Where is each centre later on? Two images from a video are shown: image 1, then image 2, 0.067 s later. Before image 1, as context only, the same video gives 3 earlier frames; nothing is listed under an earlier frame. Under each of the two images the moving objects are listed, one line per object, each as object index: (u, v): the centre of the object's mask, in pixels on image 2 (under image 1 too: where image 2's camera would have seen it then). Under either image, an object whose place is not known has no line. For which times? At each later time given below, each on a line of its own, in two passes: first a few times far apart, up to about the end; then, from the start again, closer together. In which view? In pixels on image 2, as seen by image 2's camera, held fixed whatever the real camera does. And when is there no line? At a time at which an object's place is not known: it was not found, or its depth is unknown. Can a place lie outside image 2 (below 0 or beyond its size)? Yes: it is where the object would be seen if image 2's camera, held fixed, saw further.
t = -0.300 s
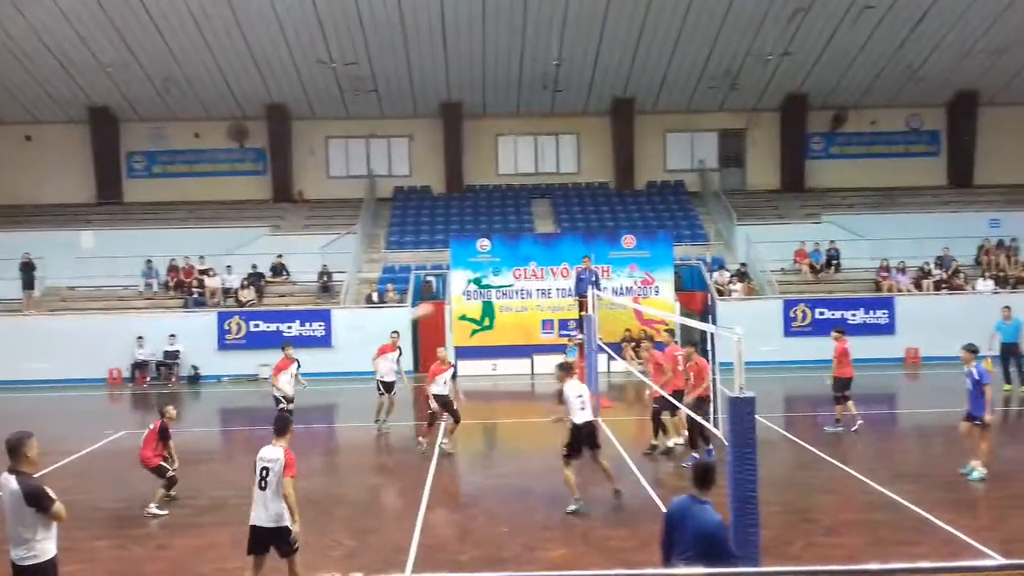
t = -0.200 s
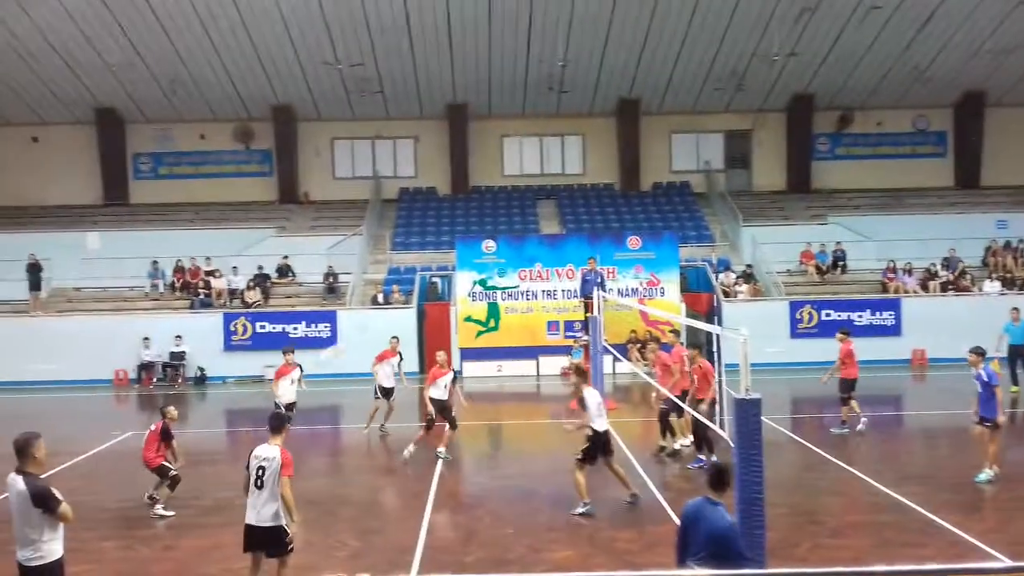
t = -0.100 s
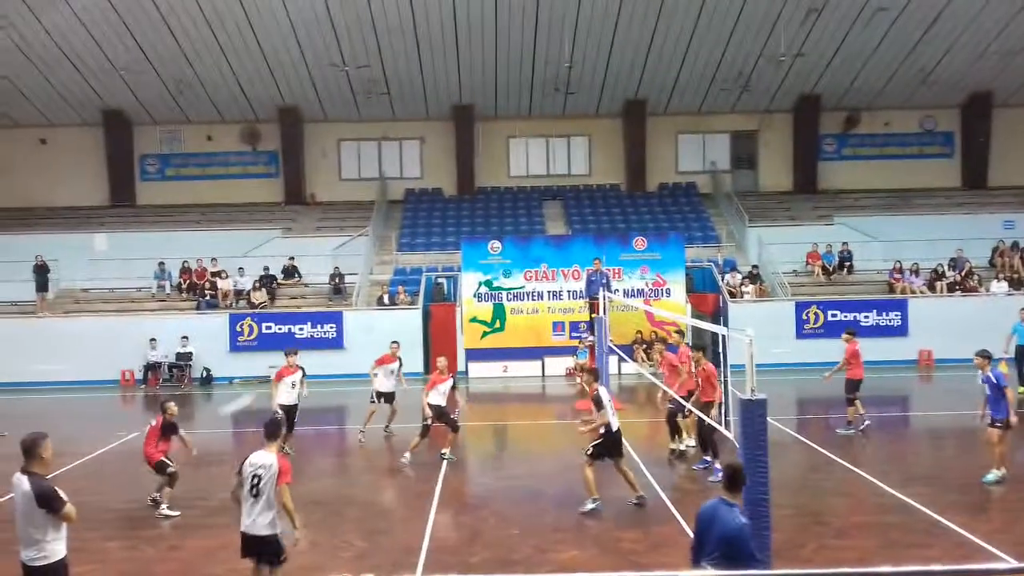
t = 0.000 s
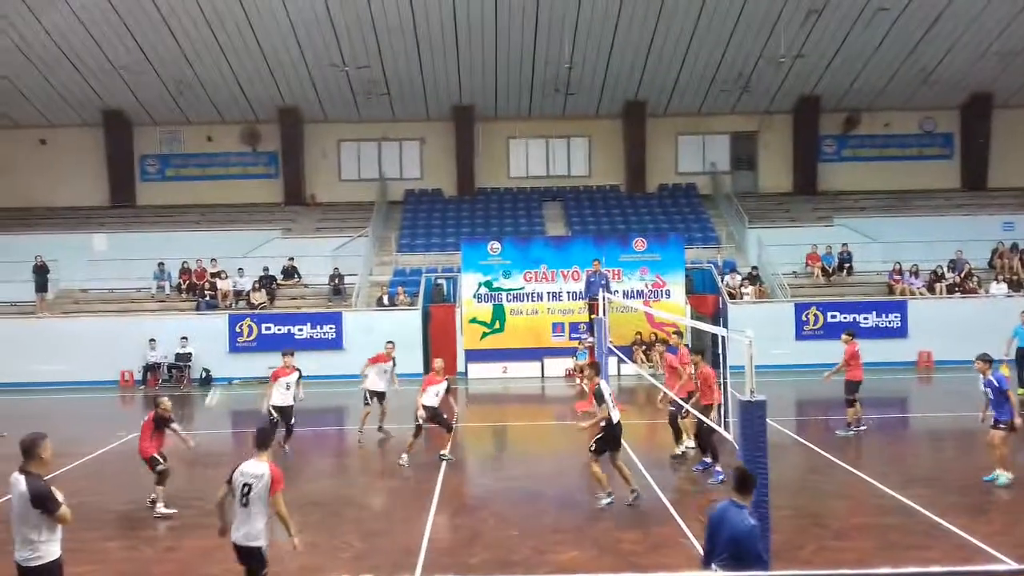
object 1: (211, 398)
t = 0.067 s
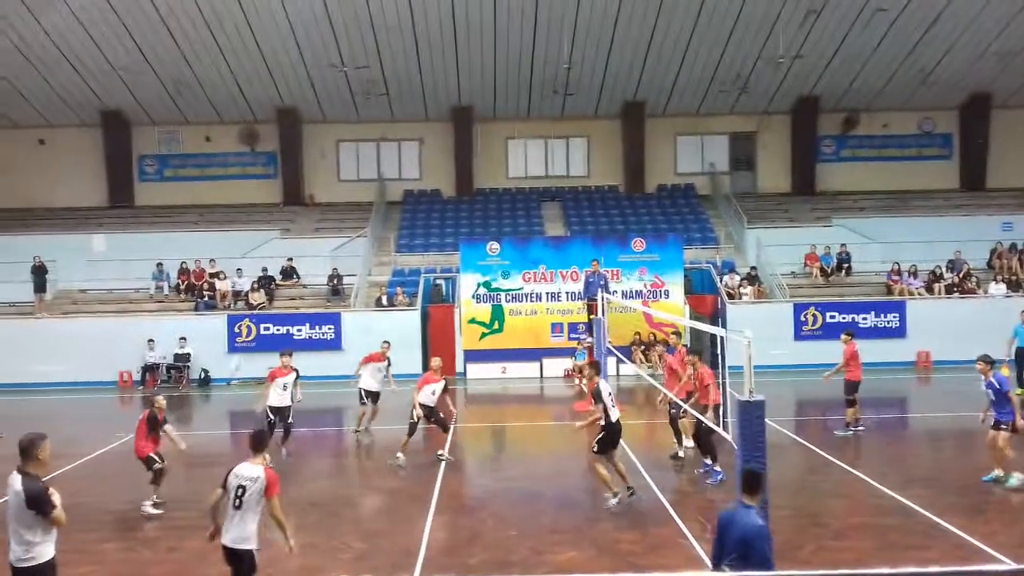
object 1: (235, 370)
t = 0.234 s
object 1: (286, 293)
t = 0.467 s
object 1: (356, 231)
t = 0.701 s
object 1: (420, 211)
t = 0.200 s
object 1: (276, 306)
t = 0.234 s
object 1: (286, 293)
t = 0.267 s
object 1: (296, 283)
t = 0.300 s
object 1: (305, 273)
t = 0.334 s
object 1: (317, 262)
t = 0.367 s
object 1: (326, 251)
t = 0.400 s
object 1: (337, 246)
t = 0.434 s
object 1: (347, 237)
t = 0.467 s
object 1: (356, 231)
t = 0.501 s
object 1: (364, 226)
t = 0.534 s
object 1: (374, 221)
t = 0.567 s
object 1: (384, 218)
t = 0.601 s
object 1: (393, 215)
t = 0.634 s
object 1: (402, 213)
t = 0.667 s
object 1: (411, 210)
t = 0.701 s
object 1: (420, 211)
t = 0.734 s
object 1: (428, 210)
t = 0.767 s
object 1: (437, 210)
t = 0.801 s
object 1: (446, 212)
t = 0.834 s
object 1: (455, 214)
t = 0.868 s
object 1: (464, 217)
